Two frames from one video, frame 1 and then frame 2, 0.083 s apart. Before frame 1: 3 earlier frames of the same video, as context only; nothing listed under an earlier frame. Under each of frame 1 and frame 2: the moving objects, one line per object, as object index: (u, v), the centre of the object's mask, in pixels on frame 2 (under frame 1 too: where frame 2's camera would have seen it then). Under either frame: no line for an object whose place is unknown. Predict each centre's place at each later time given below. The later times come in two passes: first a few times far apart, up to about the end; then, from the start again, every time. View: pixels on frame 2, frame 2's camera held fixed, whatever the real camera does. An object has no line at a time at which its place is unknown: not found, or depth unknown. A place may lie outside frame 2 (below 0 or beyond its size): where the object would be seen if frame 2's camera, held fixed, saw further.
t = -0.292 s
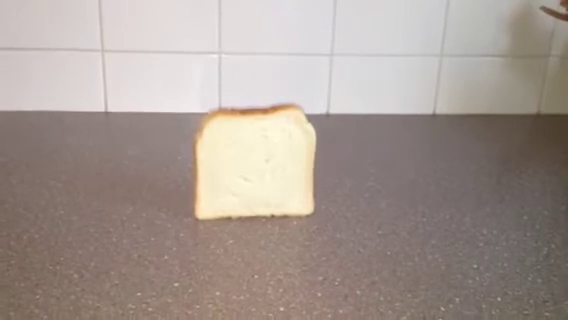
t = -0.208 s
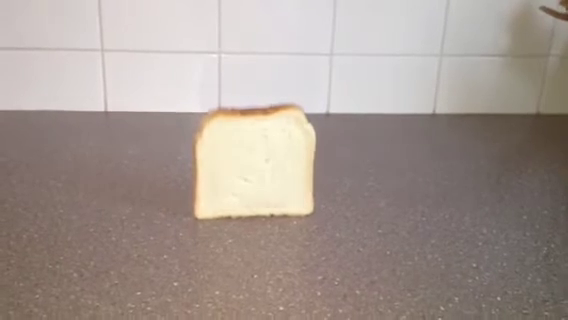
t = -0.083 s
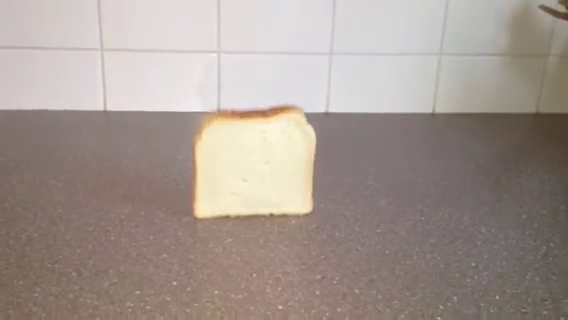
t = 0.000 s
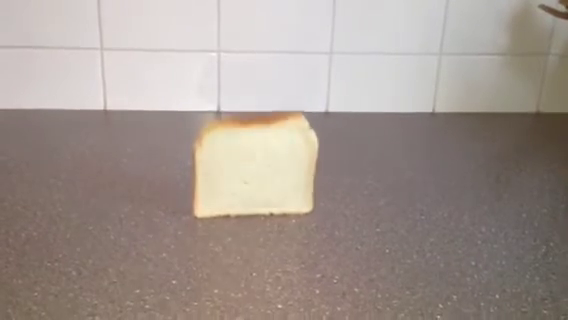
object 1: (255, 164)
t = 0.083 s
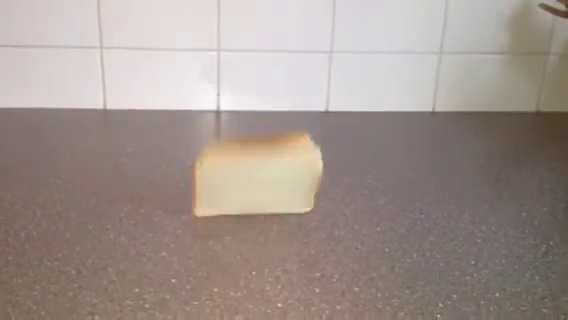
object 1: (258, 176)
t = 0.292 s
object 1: (259, 237)
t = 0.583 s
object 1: (259, 238)
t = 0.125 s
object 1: (263, 190)
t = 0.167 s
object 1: (261, 236)
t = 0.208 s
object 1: (259, 236)
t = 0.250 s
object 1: (259, 237)
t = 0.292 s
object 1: (259, 237)
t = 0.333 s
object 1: (259, 237)
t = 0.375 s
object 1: (259, 237)
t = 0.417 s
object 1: (259, 237)
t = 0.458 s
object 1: (259, 237)
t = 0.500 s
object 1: (259, 238)
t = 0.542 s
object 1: (259, 237)
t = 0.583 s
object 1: (259, 238)
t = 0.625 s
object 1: (259, 237)
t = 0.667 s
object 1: (259, 238)
